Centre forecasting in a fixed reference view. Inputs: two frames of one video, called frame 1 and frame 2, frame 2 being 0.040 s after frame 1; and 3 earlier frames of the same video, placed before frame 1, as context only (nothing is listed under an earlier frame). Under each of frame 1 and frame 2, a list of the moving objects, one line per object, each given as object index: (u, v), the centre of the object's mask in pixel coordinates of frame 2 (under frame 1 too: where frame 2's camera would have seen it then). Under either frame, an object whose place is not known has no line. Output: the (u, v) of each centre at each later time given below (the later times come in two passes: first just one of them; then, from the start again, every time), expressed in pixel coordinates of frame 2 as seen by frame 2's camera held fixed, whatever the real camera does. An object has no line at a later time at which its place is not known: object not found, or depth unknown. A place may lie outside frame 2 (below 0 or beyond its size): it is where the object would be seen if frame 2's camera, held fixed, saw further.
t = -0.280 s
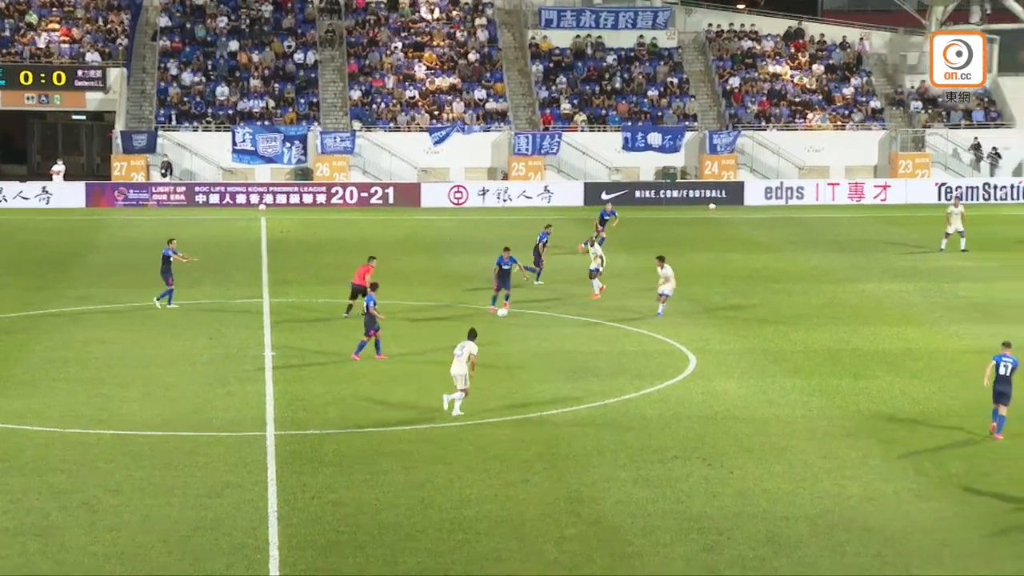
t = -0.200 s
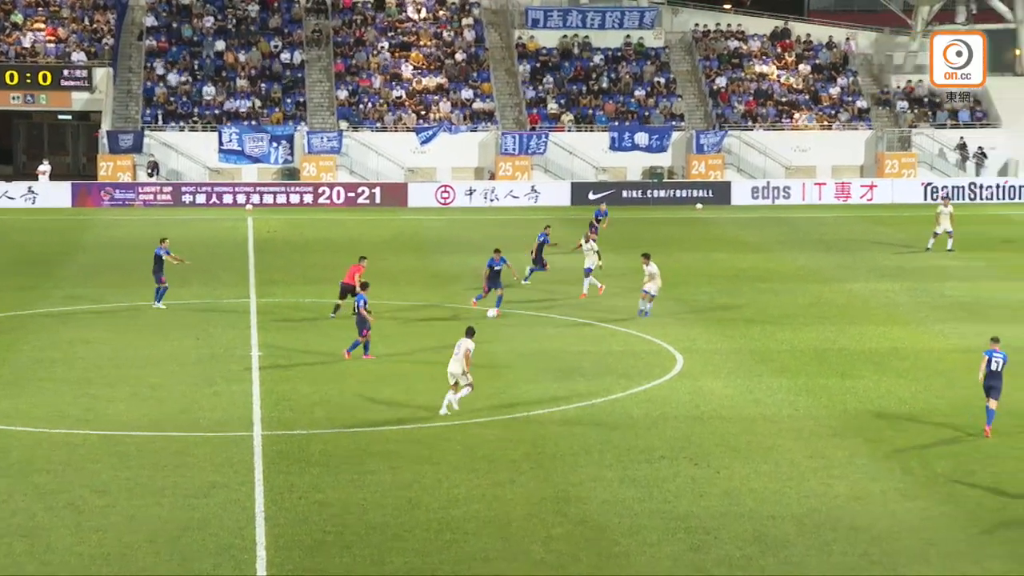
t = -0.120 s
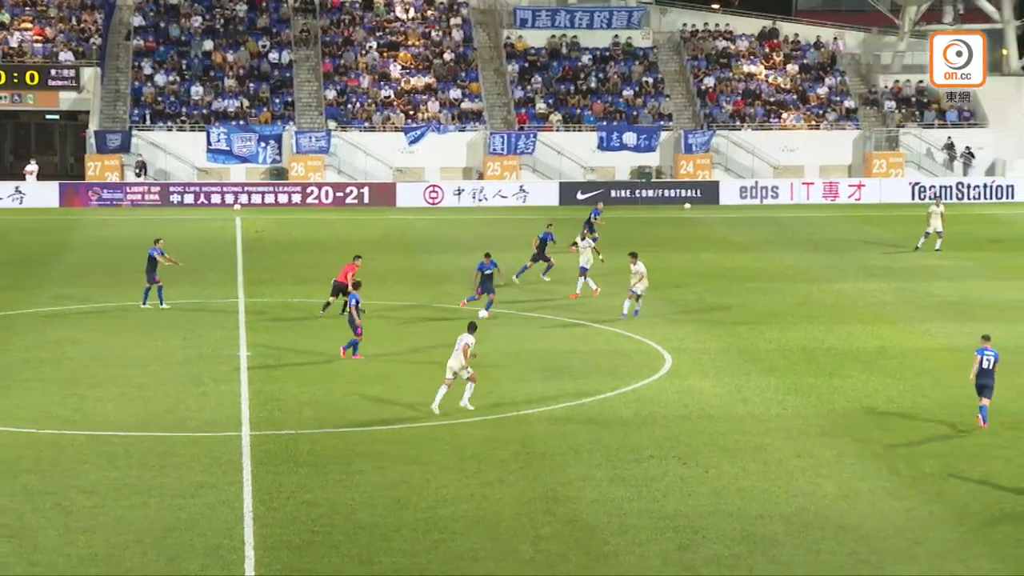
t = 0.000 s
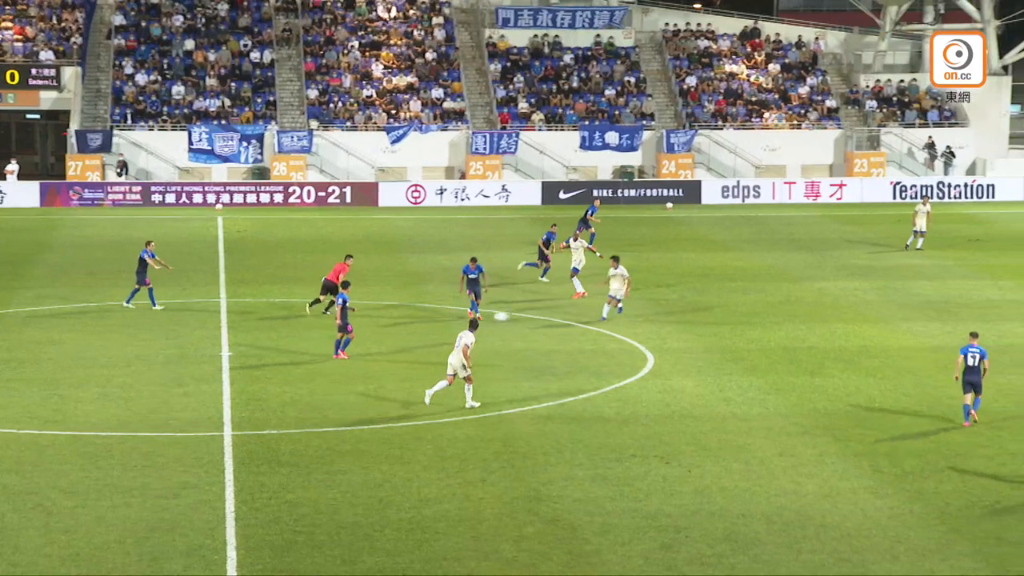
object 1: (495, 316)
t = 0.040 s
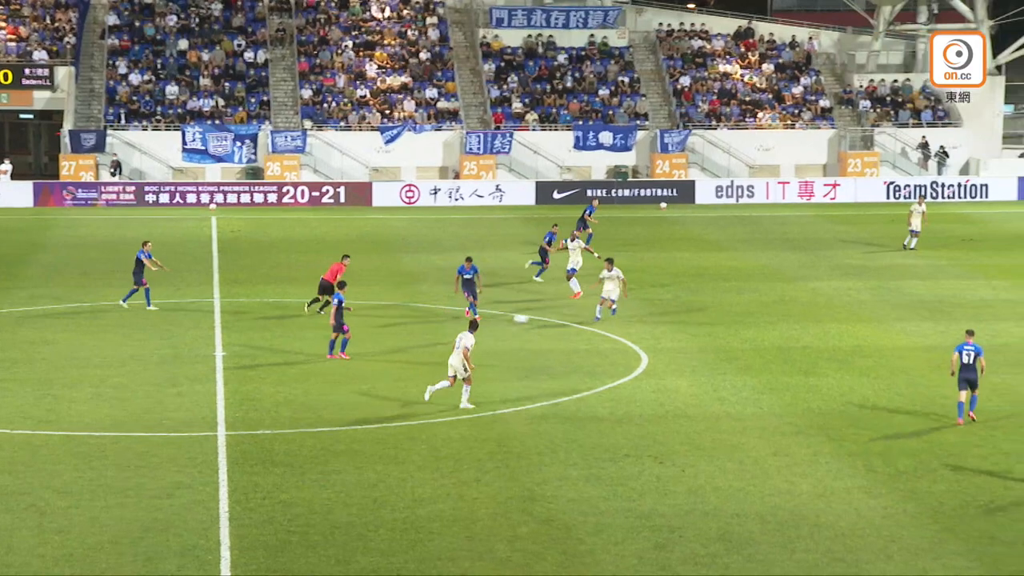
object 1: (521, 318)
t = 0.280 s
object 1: (669, 332)
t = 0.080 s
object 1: (546, 321)
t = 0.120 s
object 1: (572, 323)
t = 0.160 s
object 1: (597, 326)
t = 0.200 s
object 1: (621, 327)
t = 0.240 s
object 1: (645, 329)
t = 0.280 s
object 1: (669, 332)
